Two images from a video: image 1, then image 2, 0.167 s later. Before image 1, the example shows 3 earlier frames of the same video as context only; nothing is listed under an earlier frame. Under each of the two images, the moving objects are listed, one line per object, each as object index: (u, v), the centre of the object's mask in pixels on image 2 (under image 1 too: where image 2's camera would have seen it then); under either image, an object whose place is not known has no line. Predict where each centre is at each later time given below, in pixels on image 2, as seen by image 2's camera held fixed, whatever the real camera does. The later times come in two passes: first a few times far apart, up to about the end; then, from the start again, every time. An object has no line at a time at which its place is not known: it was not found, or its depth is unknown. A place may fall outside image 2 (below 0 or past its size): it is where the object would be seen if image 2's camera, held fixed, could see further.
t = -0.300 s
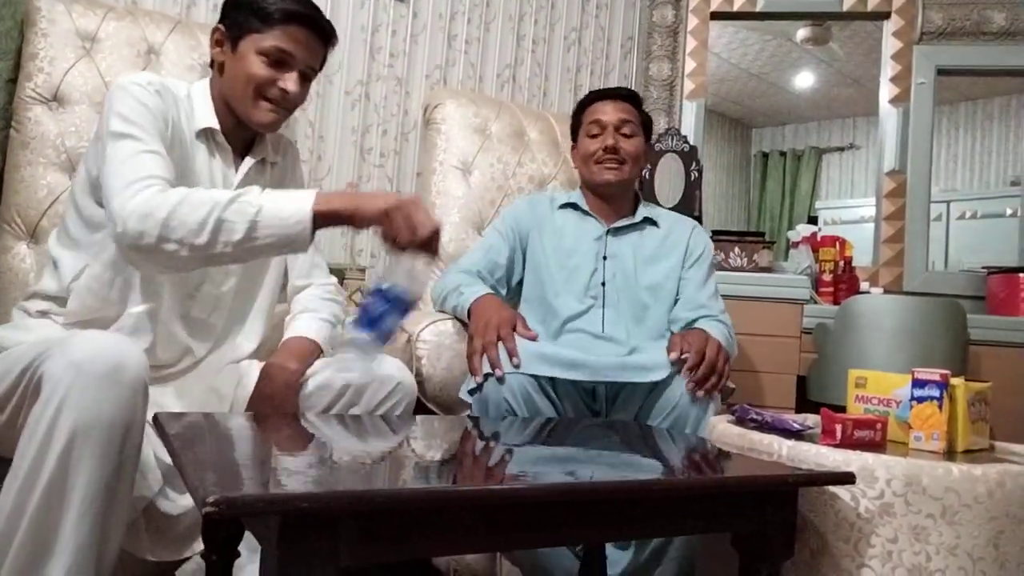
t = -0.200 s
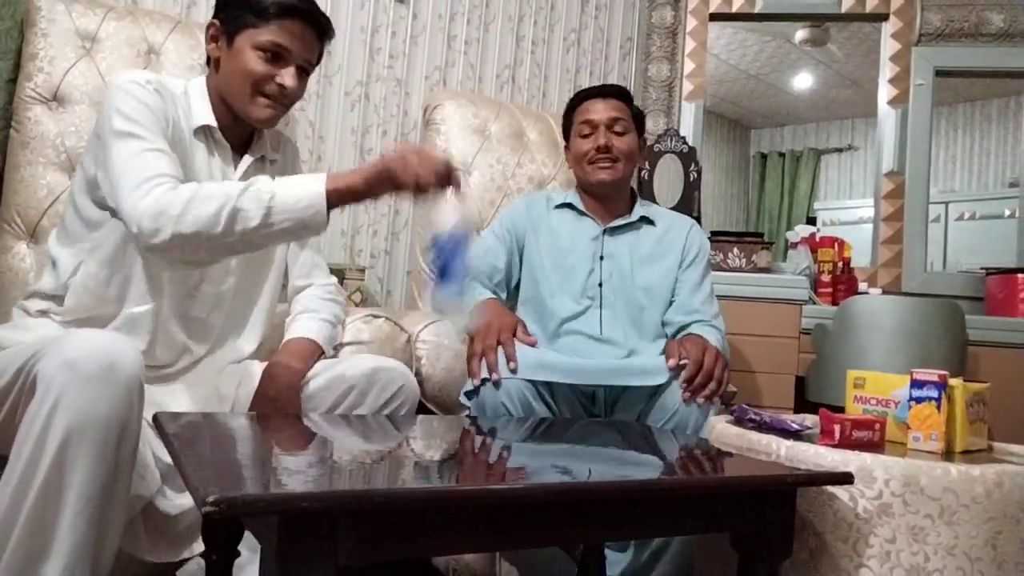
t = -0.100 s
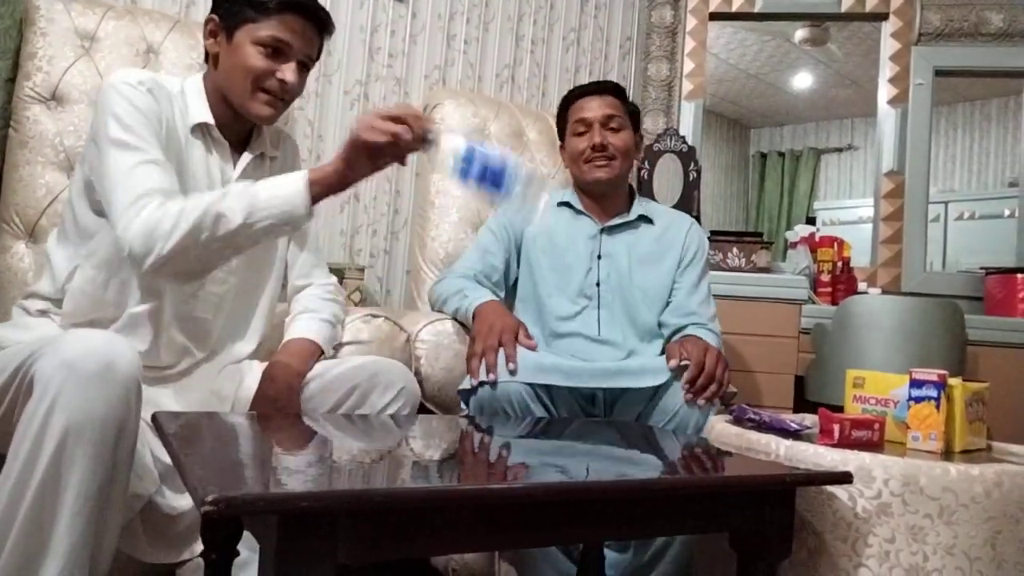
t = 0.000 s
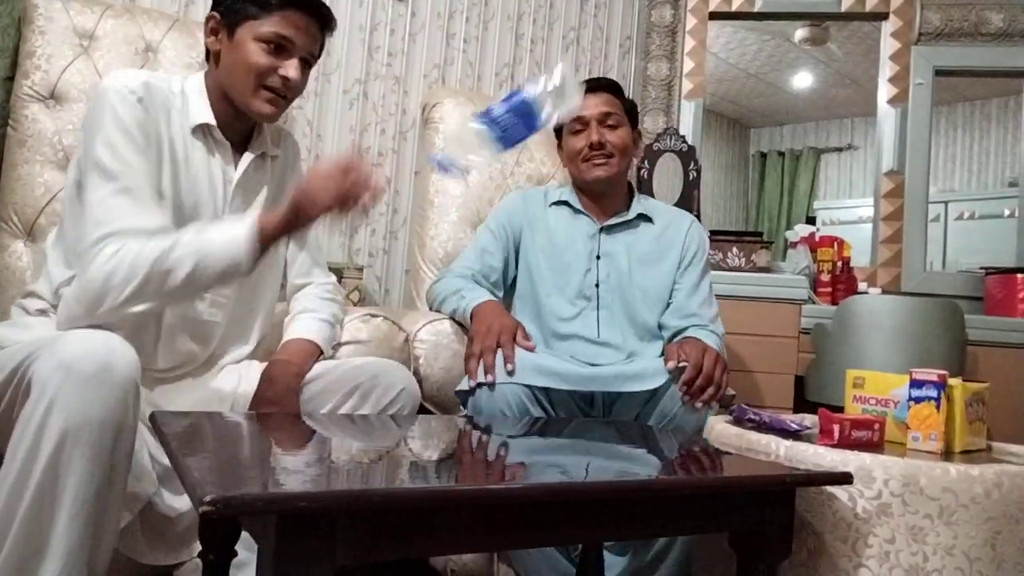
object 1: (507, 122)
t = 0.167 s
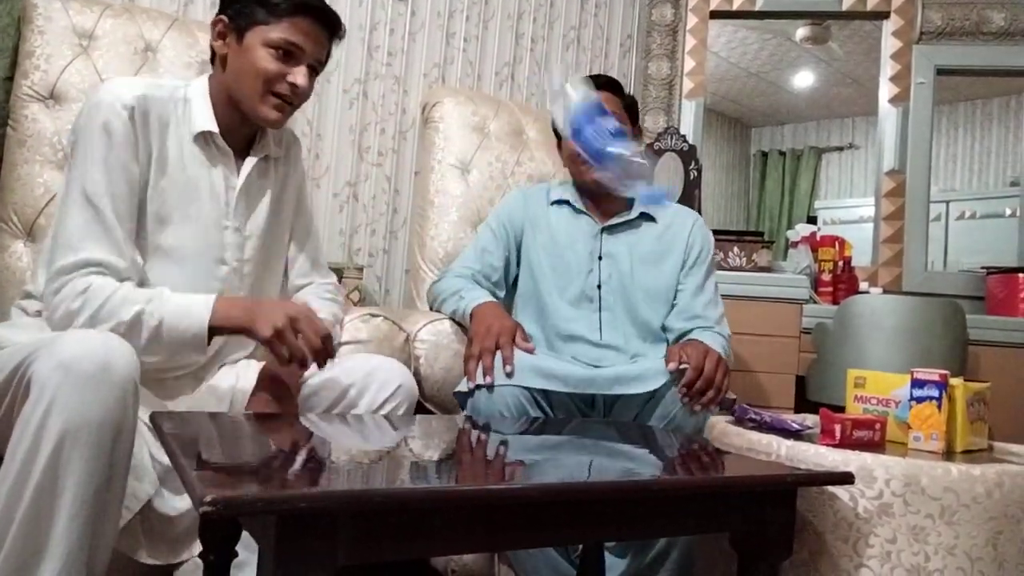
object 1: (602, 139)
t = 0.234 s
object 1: (622, 176)
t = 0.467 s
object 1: (604, 360)
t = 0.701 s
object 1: (622, 367)
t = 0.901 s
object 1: (622, 367)
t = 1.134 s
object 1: (622, 367)
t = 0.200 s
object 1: (616, 154)
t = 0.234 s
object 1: (622, 176)
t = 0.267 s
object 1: (623, 207)
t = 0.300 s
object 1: (629, 245)
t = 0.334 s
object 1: (625, 299)
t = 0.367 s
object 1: (608, 364)
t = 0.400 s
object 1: (602, 367)
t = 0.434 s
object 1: (601, 363)
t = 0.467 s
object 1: (604, 360)
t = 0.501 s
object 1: (608, 363)
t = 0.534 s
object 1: (610, 364)
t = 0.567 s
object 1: (611, 364)
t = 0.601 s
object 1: (613, 365)
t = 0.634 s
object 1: (616, 365)
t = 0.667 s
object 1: (619, 367)
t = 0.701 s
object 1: (622, 367)
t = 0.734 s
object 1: (624, 367)
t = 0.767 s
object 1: (623, 366)
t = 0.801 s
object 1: (622, 367)
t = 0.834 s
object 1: (621, 367)
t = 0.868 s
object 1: (622, 367)
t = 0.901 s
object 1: (622, 367)
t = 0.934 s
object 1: (622, 367)
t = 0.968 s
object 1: (621, 367)
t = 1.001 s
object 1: (621, 367)
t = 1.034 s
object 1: (622, 367)
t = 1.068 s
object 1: (624, 367)
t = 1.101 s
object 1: (623, 367)
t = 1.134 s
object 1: (622, 367)
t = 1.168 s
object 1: (620, 367)
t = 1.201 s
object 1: (621, 367)
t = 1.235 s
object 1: (622, 367)
